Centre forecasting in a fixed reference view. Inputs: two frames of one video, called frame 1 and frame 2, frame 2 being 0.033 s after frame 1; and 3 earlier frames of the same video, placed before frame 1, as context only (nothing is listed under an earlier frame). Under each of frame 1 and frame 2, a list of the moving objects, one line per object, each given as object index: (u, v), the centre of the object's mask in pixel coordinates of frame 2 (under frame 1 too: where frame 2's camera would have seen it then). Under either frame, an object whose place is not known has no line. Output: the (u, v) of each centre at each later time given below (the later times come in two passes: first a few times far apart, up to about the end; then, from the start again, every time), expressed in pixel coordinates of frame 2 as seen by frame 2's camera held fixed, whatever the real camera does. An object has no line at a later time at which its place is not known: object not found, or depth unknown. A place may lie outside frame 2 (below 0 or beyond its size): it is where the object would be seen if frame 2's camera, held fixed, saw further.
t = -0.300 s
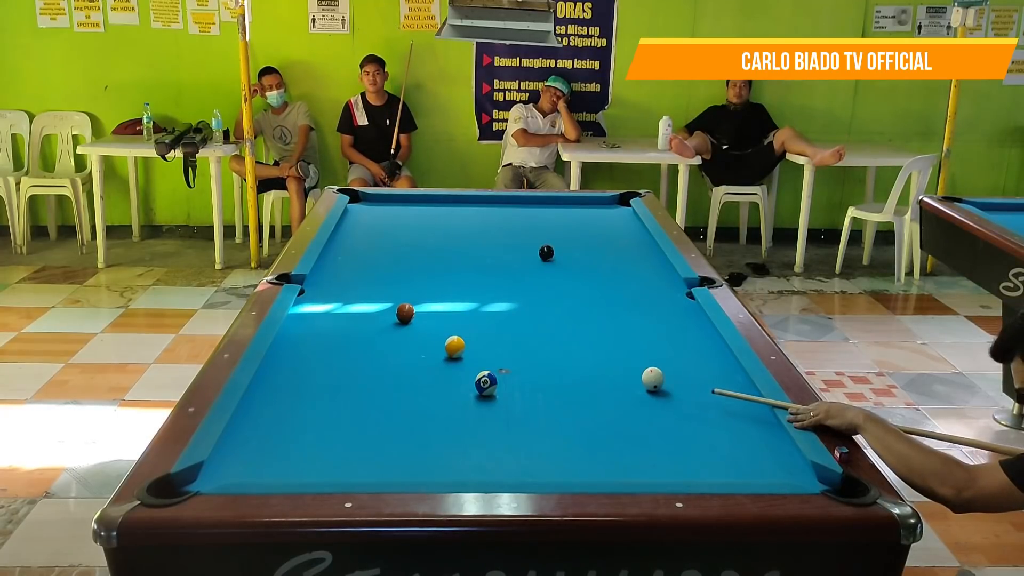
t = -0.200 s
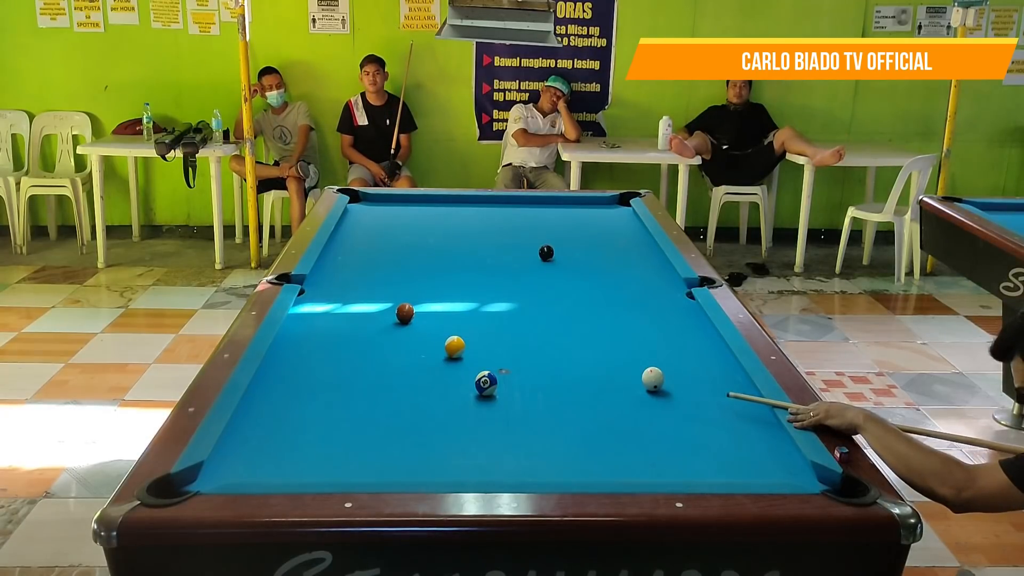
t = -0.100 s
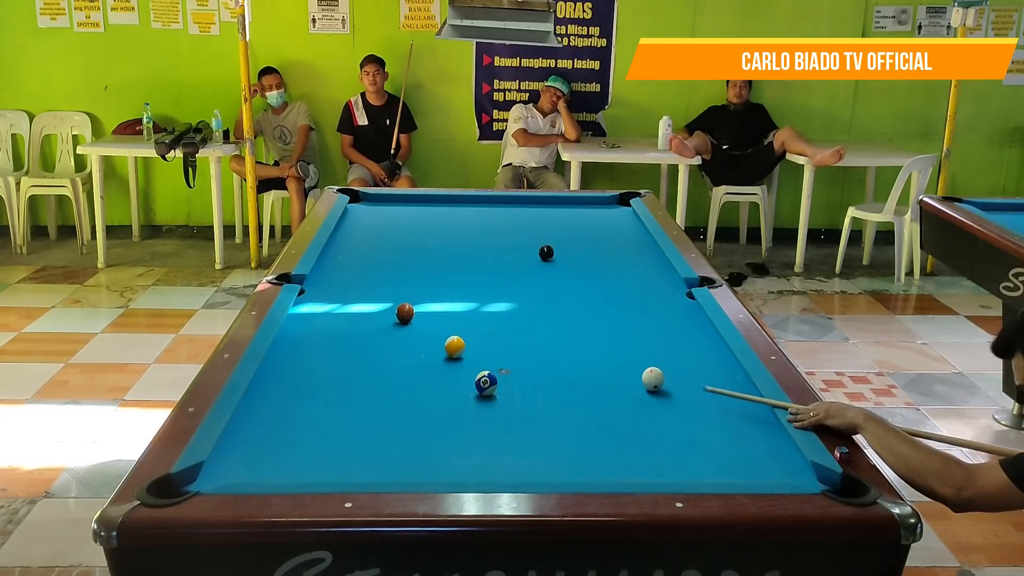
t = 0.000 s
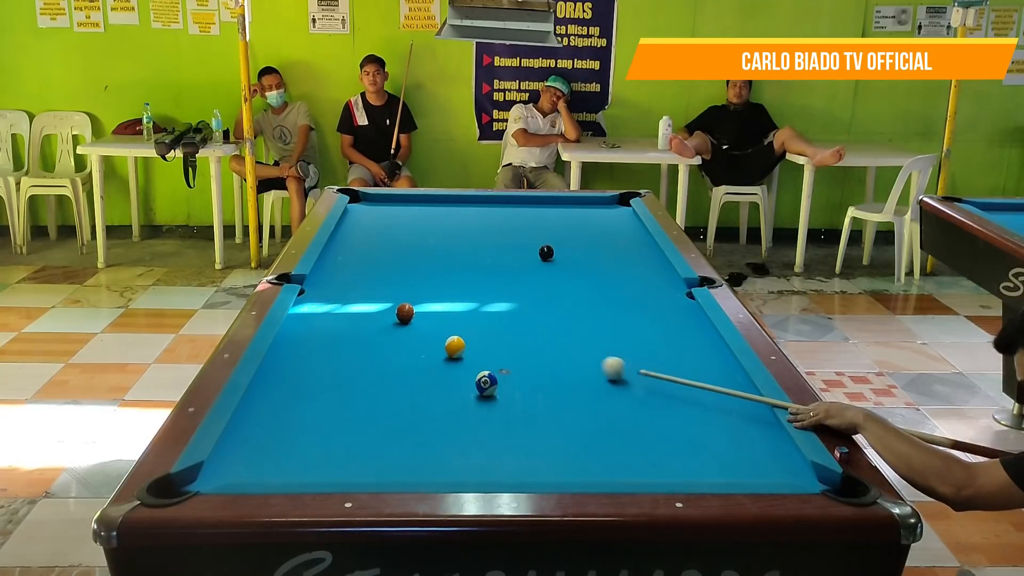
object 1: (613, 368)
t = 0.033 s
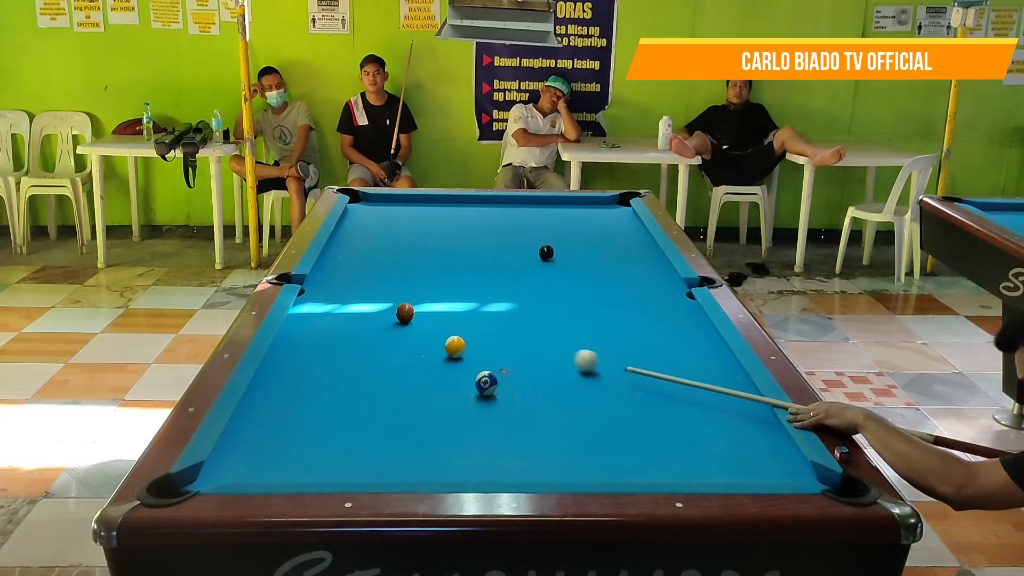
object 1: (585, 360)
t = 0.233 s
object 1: (445, 324)
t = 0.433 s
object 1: (405, 316)
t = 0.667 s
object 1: (365, 308)
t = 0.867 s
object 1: (333, 301)
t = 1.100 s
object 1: (311, 296)
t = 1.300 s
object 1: (329, 293)
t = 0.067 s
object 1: (559, 353)
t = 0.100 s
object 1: (536, 348)
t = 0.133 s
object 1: (512, 342)
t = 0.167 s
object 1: (489, 335)
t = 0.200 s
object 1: (467, 329)
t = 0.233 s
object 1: (445, 324)
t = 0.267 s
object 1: (426, 319)
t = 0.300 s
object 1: (418, 318)
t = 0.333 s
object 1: (416, 318)
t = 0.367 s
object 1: (414, 317)
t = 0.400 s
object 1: (410, 317)
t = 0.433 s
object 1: (405, 316)
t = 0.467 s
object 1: (400, 315)
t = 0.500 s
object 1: (394, 314)
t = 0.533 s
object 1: (388, 313)
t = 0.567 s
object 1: (382, 312)
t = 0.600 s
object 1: (376, 311)
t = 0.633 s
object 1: (371, 310)
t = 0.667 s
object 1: (365, 308)
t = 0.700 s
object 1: (359, 307)
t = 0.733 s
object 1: (354, 306)
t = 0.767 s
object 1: (349, 305)
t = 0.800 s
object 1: (343, 304)
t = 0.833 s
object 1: (338, 303)
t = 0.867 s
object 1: (333, 301)
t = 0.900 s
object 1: (327, 301)
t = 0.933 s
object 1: (323, 300)
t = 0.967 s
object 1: (318, 299)
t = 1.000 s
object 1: (312, 298)
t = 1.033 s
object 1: (307, 297)
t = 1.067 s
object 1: (308, 296)
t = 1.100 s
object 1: (311, 296)
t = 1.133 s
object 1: (314, 295)
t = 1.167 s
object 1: (317, 295)
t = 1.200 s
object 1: (321, 294)
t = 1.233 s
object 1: (323, 294)
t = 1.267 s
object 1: (326, 293)
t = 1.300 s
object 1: (329, 293)
